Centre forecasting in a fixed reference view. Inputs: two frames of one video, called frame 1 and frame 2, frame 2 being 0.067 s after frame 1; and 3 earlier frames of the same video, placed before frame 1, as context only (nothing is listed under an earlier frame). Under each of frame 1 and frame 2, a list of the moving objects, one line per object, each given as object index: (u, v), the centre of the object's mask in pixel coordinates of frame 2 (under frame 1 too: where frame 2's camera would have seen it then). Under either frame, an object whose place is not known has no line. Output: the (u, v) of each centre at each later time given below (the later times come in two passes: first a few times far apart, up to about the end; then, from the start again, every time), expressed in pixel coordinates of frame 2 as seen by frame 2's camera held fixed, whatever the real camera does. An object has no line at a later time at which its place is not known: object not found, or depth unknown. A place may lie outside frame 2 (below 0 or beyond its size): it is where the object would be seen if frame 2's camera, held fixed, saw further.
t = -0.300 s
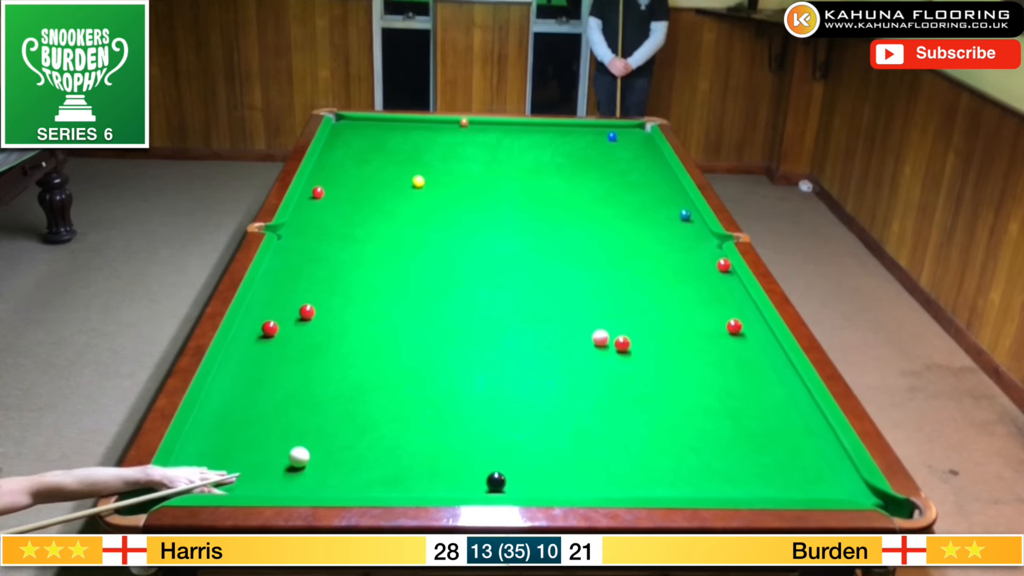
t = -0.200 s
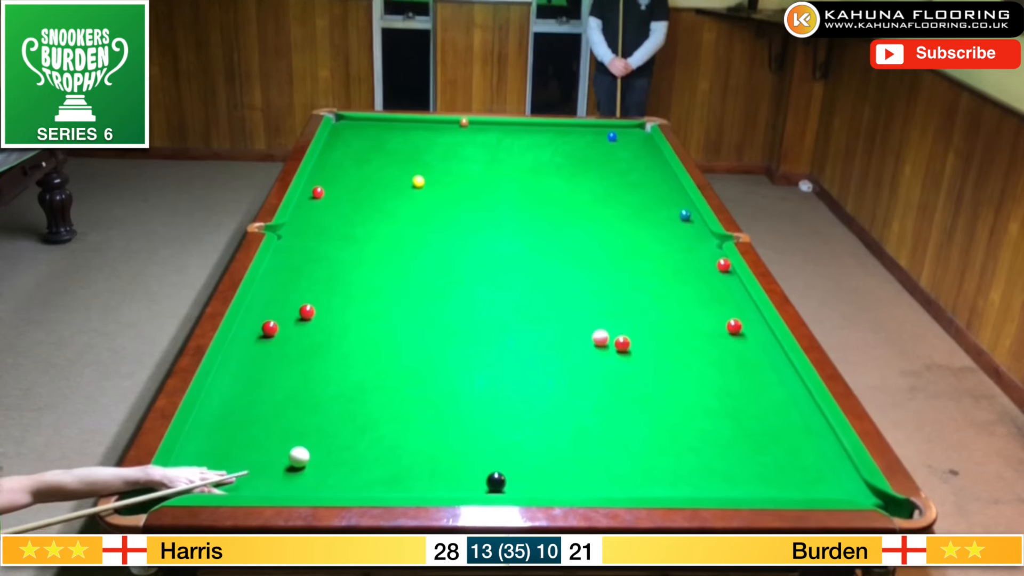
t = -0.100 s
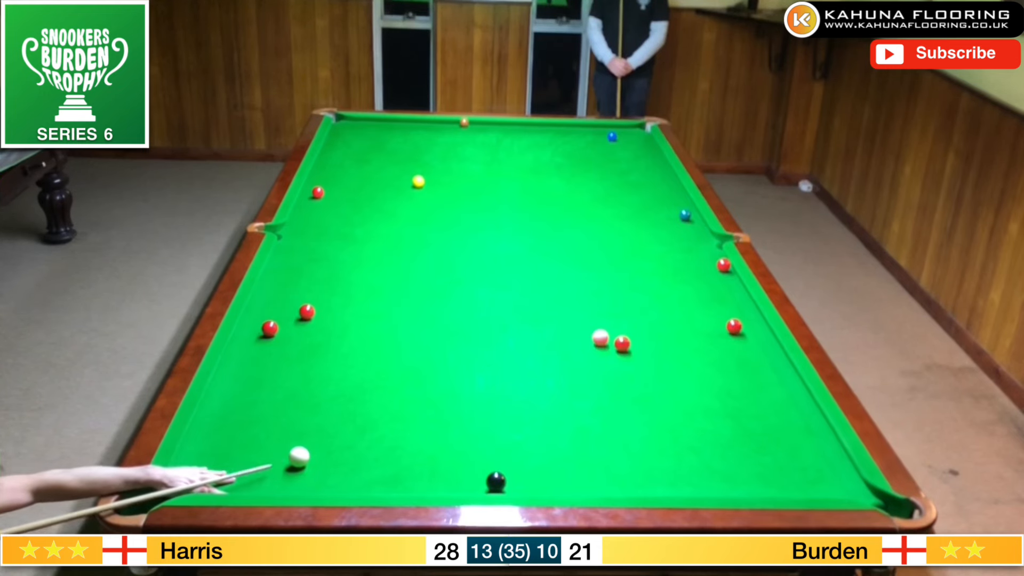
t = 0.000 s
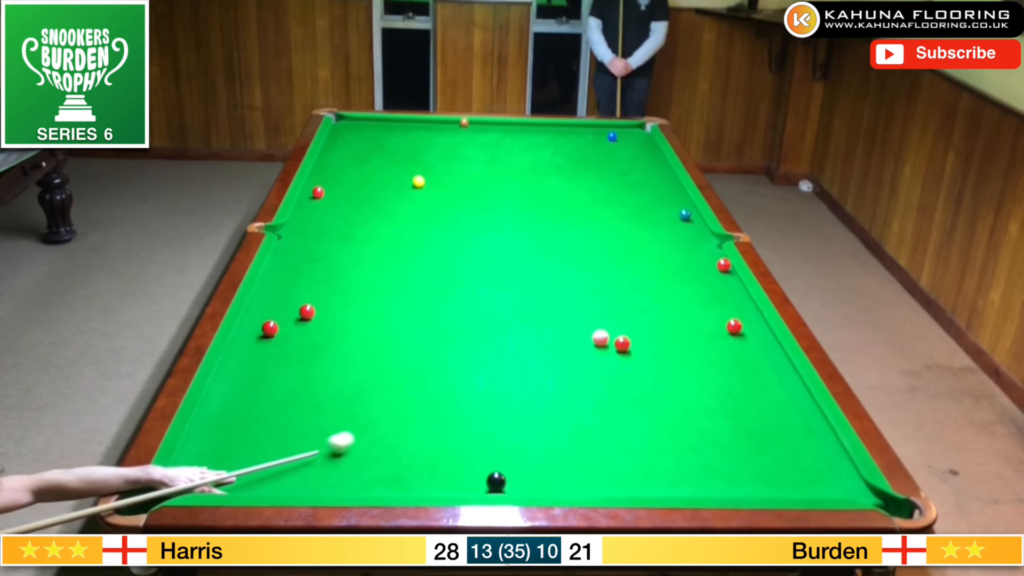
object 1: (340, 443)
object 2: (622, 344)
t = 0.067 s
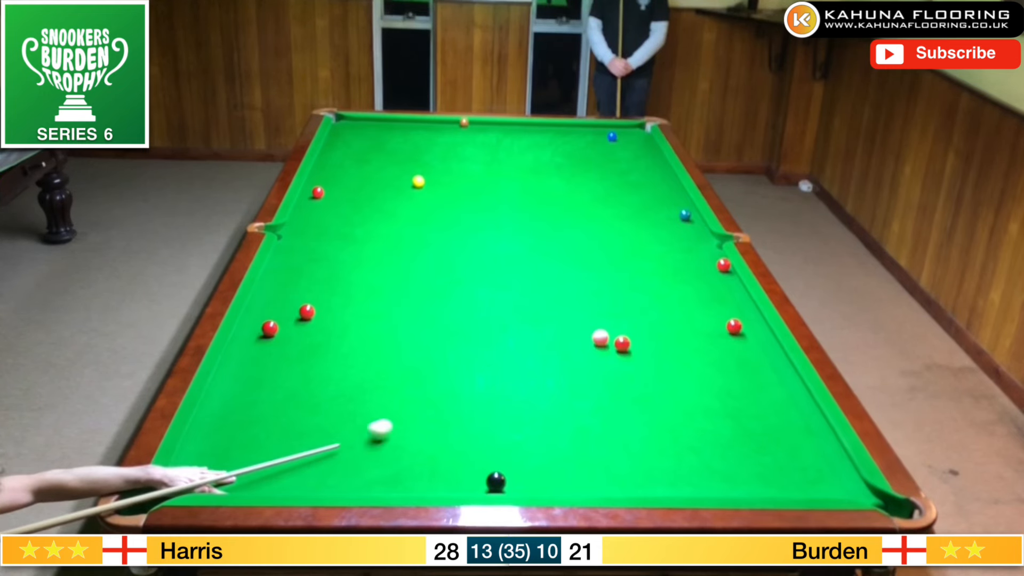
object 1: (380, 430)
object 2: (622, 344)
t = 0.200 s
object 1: (443, 409)
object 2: (622, 344)
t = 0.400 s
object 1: (515, 385)
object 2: (622, 344)
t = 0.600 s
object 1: (578, 364)
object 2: (623, 344)
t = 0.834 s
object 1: (637, 353)
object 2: (629, 335)
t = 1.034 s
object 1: (679, 354)
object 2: (640, 320)
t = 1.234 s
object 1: (719, 354)
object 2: (649, 307)
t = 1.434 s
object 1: (757, 355)
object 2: (658, 295)
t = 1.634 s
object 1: (769, 355)
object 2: (665, 284)
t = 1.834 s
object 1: (746, 355)
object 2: (673, 275)
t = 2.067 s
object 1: (722, 354)
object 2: (680, 264)
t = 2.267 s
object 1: (704, 354)
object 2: (686, 257)
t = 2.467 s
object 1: (687, 354)
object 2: (692, 250)
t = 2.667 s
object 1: (671, 354)
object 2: (697, 244)
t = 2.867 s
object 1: (657, 354)
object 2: (702, 238)
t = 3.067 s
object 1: (644, 354)
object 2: (707, 233)
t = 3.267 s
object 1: (634, 354)
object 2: (699, 231)
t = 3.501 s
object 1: (623, 354)
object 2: (691, 229)
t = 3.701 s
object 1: (616, 354)
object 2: (684, 228)
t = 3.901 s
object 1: (610, 354)
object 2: (680, 228)
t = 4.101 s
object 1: (606, 354)
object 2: (676, 227)
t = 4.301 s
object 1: (604, 354)
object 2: (673, 226)
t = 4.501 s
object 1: (603, 354)
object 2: (672, 226)
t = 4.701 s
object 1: (602, 354)
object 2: (672, 226)
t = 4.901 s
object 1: (602, 354)
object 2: (672, 226)
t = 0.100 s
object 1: (398, 424)
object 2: (622, 344)
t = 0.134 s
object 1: (414, 419)
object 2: (622, 344)
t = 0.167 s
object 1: (429, 413)
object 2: (622, 344)
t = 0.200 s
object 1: (443, 409)
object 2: (622, 344)
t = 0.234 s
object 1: (456, 404)
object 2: (622, 344)
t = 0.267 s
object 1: (468, 400)
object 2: (622, 344)
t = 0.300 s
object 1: (481, 396)
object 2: (622, 344)
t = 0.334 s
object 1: (492, 392)
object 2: (622, 344)
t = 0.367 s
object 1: (504, 388)
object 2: (622, 344)
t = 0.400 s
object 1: (515, 385)
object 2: (622, 344)
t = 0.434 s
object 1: (526, 381)
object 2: (622, 344)
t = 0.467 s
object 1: (537, 377)
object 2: (622, 344)
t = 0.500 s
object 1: (547, 374)
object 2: (622, 344)
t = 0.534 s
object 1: (557, 370)
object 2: (622, 344)
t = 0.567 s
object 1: (568, 367)
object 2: (623, 344)
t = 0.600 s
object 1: (578, 364)
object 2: (623, 344)
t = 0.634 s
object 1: (588, 361)
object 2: (623, 344)
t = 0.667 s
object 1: (597, 357)
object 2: (623, 344)
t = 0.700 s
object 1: (607, 354)
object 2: (623, 344)
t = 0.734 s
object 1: (616, 351)
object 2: (624, 341)
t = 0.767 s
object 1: (624, 351)
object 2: (625, 338)
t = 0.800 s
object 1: (630, 352)
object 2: (627, 337)
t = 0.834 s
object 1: (637, 353)
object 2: (629, 335)
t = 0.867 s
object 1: (644, 353)
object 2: (631, 332)
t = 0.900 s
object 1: (651, 353)
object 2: (633, 330)
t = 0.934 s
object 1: (658, 353)
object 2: (634, 327)
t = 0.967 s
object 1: (665, 353)
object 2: (636, 325)
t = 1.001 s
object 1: (672, 354)
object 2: (638, 322)
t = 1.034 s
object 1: (679, 354)
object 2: (640, 320)
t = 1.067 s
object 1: (686, 354)
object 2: (641, 317)
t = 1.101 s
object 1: (692, 354)
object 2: (643, 315)
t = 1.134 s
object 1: (699, 354)
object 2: (644, 313)
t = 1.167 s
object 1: (706, 354)
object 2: (646, 311)
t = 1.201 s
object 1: (712, 354)
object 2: (648, 309)
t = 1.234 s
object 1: (719, 354)
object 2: (649, 307)
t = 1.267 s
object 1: (725, 354)
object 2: (651, 305)
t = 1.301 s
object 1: (731, 354)
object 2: (652, 303)
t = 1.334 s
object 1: (738, 354)
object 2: (653, 301)
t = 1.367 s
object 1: (744, 355)
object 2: (655, 299)
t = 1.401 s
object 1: (751, 355)
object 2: (656, 297)
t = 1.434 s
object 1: (757, 355)
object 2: (658, 295)
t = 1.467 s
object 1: (763, 355)
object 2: (659, 293)
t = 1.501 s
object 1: (769, 355)
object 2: (660, 291)
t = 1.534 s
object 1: (776, 355)
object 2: (662, 289)
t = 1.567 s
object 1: (778, 355)
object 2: (663, 288)
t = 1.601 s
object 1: (773, 355)
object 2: (664, 286)
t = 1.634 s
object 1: (769, 355)
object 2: (665, 284)
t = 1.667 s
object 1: (765, 355)
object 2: (667, 283)
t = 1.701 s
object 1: (761, 355)
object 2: (668, 281)
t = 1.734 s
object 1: (758, 355)
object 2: (669, 279)
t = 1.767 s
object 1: (754, 355)
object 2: (670, 278)
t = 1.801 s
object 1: (750, 355)
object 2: (671, 276)
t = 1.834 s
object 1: (746, 355)
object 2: (673, 275)
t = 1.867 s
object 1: (743, 355)
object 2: (674, 273)
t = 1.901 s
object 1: (739, 354)
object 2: (675, 271)
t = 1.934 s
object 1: (736, 354)
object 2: (676, 270)
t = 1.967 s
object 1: (732, 354)
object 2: (677, 269)
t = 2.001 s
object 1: (729, 354)
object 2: (678, 267)
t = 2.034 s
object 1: (726, 354)
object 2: (679, 266)
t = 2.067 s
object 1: (722, 354)
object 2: (680, 264)
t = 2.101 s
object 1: (719, 354)
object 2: (681, 263)
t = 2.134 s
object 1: (716, 354)
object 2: (682, 262)
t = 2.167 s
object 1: (713, 354)
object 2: (683, 261)
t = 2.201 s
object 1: (710, 354)
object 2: (684, 259)
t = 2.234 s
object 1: (707, 354)
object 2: (685, 258)
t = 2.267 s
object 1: (704, 354)
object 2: (686, 257)
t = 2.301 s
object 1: (701, 354)
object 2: (687, 256)
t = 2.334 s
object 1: (698, 354)
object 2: (688, 254)
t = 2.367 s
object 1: (695, 354)
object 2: (689, 253)
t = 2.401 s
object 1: (692, 354)
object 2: (690, 252)
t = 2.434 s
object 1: (689, 354)
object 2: (691, 251)
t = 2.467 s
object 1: (687, 354)
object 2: (692, 250)
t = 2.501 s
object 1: (684, 354)
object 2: (693, 249)
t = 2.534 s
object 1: (681, 354)
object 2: (694, 248)
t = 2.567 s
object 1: (679, 354)
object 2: (695, 246)
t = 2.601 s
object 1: (676, 354)
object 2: (695, 246)
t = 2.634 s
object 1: (673, 354)
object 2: (696, 244)
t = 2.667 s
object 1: (671, 354)
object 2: (697, 244)
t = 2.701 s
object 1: (668, 354)
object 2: (698, 243)
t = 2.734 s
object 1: (666, 354)
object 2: (699, 242)
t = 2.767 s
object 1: (664, 354)
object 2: (700, 241)
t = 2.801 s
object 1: (661, 354)
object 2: (701, 240)
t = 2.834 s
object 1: (659, 354)
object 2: (701, 239)
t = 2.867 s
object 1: (657, 354)
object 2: (702, 238)
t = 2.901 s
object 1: (655, 354)
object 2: (703, 237)
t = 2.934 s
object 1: (653, 354)
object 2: (704, 236)
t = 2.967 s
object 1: (651, 354)
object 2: (705, 235)
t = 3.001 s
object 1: (649, 354)
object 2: (706, 234)
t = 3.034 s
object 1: (646, 354)
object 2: (706, 234)
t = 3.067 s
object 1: (644, 354)
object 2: (707, 233)
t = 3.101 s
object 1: (643, 354)
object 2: (707, 233)
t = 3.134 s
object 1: (641, 354)
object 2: (705, 232)
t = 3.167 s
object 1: (639, 354)
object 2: (703, 232)
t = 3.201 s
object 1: (637, 354)
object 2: (702, 232)
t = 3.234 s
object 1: (636, 354)
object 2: (701, 231)
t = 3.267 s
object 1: (634, 354)
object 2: (699, 231)
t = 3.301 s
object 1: (632, 354)
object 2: (698, 231)
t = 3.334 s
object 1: (631, 354)
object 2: (697, 230)
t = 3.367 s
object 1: (629, 354)
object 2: (695, 230)
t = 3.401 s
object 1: (628, 354)
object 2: (694, 230)
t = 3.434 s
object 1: (626, 354)
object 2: (693, 230)
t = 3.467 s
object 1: (625, 354)
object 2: (692, 230)
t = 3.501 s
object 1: (623, 354)
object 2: (691, 229)
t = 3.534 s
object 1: (622, 354)
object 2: (690, 229)
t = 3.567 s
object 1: (621, 354)
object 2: (689, 229)
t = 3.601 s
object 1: (620, 354)
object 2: (688, 229)
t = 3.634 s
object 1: (618, 354)
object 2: (687, 229)
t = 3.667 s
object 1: (617, 354)
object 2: (686, 228)
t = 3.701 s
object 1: (616, 354)
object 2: (684, 228)
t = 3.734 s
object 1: (615, 354)
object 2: (684, 228)
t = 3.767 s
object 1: (614, 354)
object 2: (683, 228)
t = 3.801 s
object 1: (613, 354)
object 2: (682, 228)
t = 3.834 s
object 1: (612, 354)
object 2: (681, 228)
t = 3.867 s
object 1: (611, 354)
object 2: (680, 228)
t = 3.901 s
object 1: (610, 354)
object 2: (680, 228)
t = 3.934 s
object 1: (610, 354)
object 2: (679, 227)
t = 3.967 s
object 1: (609, 354)
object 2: (678, 227)
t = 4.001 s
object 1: (608, 354)
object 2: (677, 227)
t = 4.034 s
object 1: (607, 354)
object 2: (677, 227)
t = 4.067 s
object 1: (607, 354)
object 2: (676, 227)
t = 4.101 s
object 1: (606, 354)
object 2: (676, 227)
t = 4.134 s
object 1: (606, 354)
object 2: (675, 227)
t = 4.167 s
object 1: (605, 354)
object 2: (675, 227)
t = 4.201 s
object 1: (605, 354)
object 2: (674, 227)
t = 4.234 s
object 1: (604, 354)
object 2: (674, 226)
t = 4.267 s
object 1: (604, 354)
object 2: (674, 227)
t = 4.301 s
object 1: (604, 354)
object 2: (673, 226)
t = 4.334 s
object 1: (603, 354)
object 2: (673, 226)
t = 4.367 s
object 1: (603, 354)
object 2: (673, 226)
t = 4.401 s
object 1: (603, 354)
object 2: (672, 226)
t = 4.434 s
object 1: (603, 354)
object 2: (672, 226)
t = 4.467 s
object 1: (603, 354)
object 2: (672, 226)
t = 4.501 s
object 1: (603, 354)
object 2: (672, 226)
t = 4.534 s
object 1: (602, 354)
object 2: (672, 226)
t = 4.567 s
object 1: (602, 354)
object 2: (672, 226)
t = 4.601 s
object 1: (602, 354)
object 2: (672, 226)
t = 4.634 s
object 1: (602, 354)
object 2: (672, 226)
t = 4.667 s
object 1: (602, 354)
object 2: (672, 226)
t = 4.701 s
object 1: (602, 354)
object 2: (672, 226)
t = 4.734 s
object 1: (602, 354)
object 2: (672, 226)
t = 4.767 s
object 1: (602, 354)
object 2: (672, 226)
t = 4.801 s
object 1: (602, 354)
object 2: (672, 226)
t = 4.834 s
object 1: (602, 354)
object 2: (672, 226)
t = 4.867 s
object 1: (602, 354)
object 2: (672, 226)
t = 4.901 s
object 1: (602, 354)
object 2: (672, 226)
